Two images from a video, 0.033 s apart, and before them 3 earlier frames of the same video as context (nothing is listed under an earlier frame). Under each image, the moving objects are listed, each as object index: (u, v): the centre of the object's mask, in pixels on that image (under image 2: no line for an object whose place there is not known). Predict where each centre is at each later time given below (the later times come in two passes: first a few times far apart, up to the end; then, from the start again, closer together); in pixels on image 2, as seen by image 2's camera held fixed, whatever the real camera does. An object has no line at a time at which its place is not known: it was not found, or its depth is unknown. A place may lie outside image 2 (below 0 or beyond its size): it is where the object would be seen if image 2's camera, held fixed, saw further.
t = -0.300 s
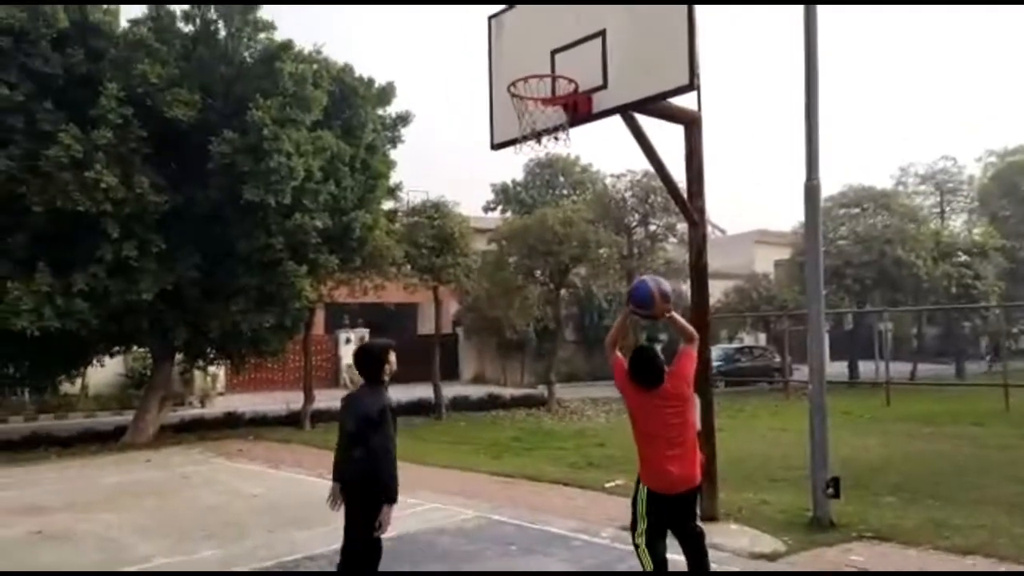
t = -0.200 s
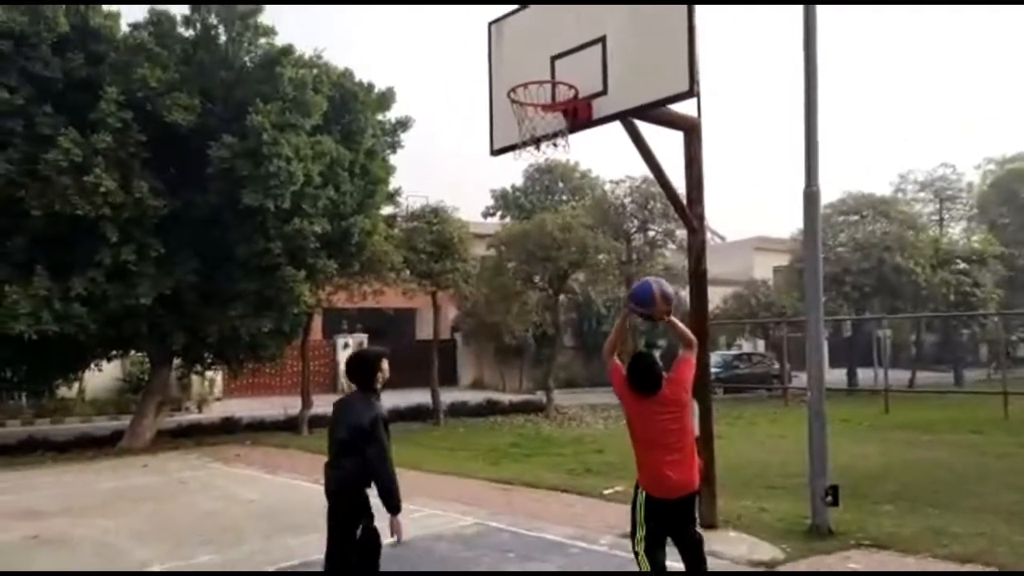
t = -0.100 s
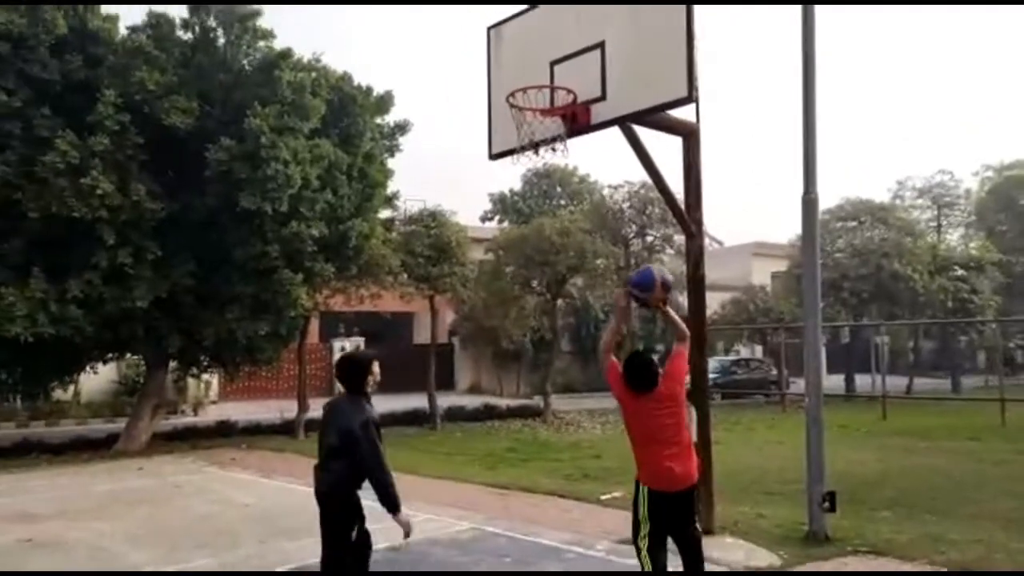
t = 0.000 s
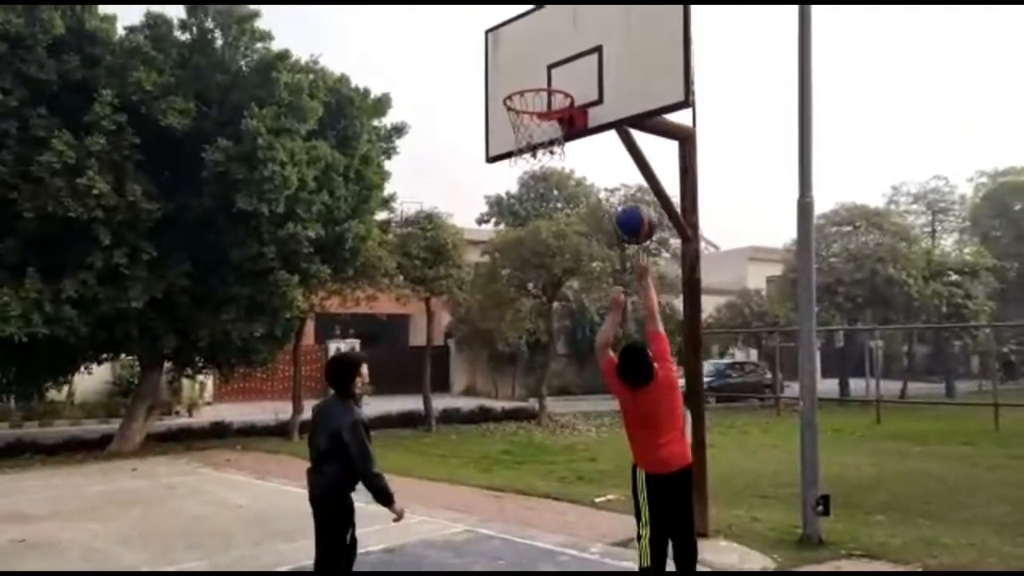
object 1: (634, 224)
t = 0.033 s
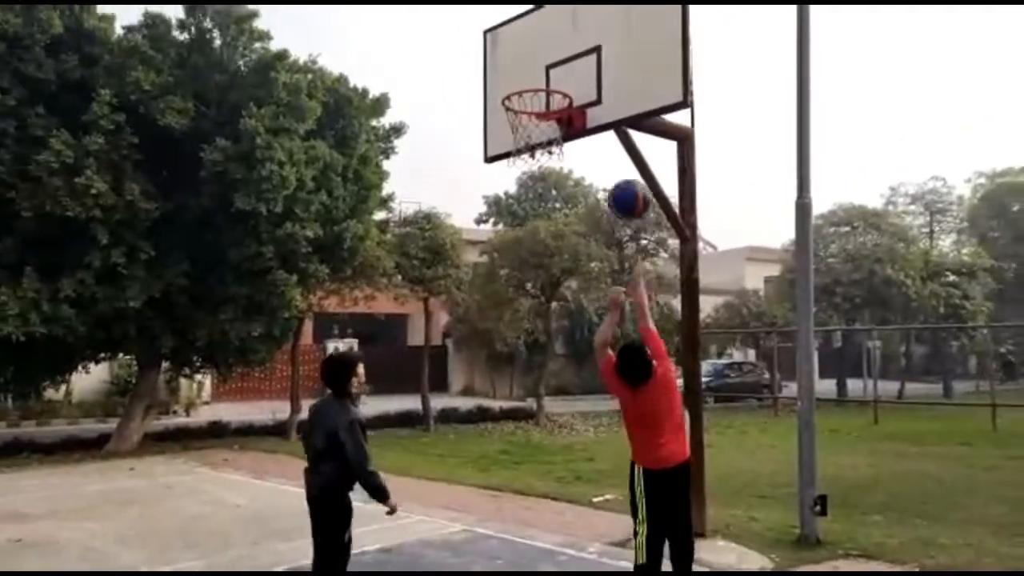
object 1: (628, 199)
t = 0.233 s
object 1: (608, 98)
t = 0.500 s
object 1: (581, 67)
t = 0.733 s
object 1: (540, 90)
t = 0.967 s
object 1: (508, 150)
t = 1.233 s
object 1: (496, 295)
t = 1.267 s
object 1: (492, 322)
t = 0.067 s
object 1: (625, 177)
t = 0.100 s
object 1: (620, 157)
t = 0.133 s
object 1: (617, 139)
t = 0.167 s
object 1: (614, 123)
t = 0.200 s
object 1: (612, 109)
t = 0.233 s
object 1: (608, 98)
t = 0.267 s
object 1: (605, 88)
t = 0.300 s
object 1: (602, 81)
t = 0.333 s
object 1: (599, 74)
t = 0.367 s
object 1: (596, 69)
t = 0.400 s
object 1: (593, 67)
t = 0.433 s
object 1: (591, 67)
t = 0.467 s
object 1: (586, 67)
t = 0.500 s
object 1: (581, 67)
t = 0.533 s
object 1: (576, 70)
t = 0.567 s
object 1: (570, 74)
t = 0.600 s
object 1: (565, 79)
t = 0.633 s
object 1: (559, 83)
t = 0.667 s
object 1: (553, 84)
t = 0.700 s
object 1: (546, 86)
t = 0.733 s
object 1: (540, 90)
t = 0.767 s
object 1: (534, 95)
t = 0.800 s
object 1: (529, 102)
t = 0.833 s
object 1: (521, 110)
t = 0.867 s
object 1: (516, 121)
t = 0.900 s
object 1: (513, 128)
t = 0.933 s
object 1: (510, 137)
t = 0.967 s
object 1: (508, 150)
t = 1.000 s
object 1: (506, 162)
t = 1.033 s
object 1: (503, 176)
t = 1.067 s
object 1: (501, 192)
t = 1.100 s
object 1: (498, 209)
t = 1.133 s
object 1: (498, 227)
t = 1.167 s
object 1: (497, 249)
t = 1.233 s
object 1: (496, 295)
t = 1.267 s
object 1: (492, 322)
